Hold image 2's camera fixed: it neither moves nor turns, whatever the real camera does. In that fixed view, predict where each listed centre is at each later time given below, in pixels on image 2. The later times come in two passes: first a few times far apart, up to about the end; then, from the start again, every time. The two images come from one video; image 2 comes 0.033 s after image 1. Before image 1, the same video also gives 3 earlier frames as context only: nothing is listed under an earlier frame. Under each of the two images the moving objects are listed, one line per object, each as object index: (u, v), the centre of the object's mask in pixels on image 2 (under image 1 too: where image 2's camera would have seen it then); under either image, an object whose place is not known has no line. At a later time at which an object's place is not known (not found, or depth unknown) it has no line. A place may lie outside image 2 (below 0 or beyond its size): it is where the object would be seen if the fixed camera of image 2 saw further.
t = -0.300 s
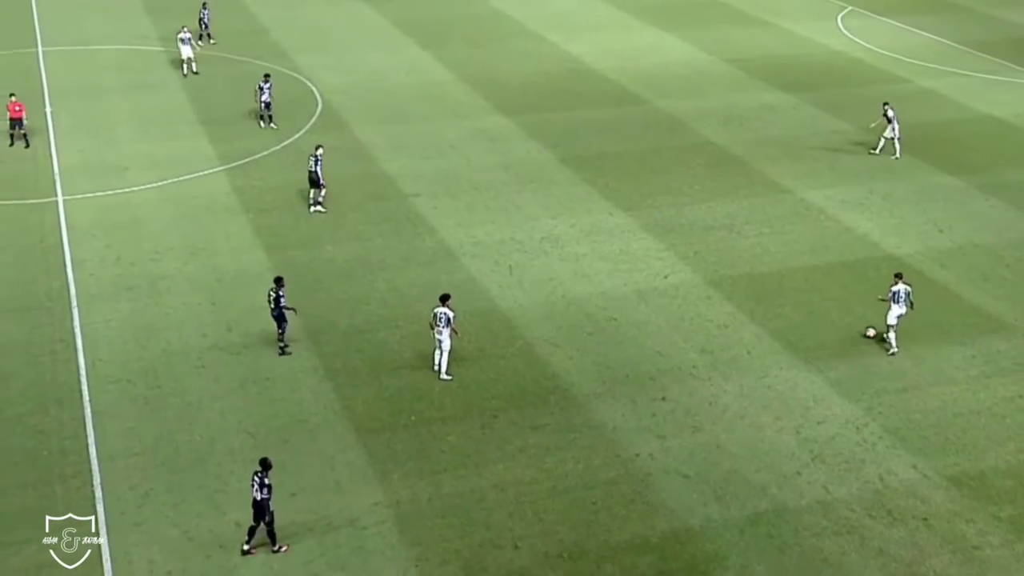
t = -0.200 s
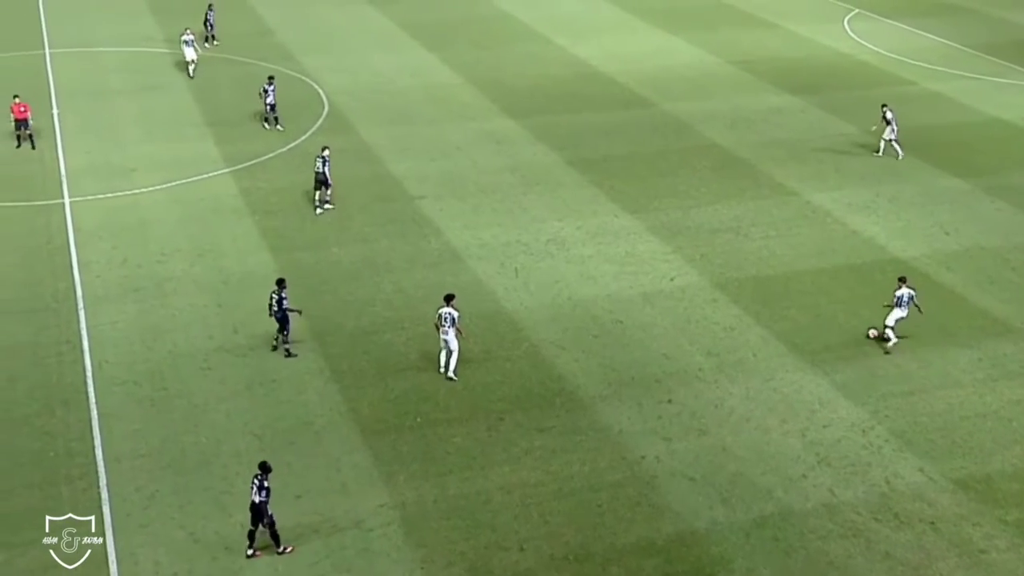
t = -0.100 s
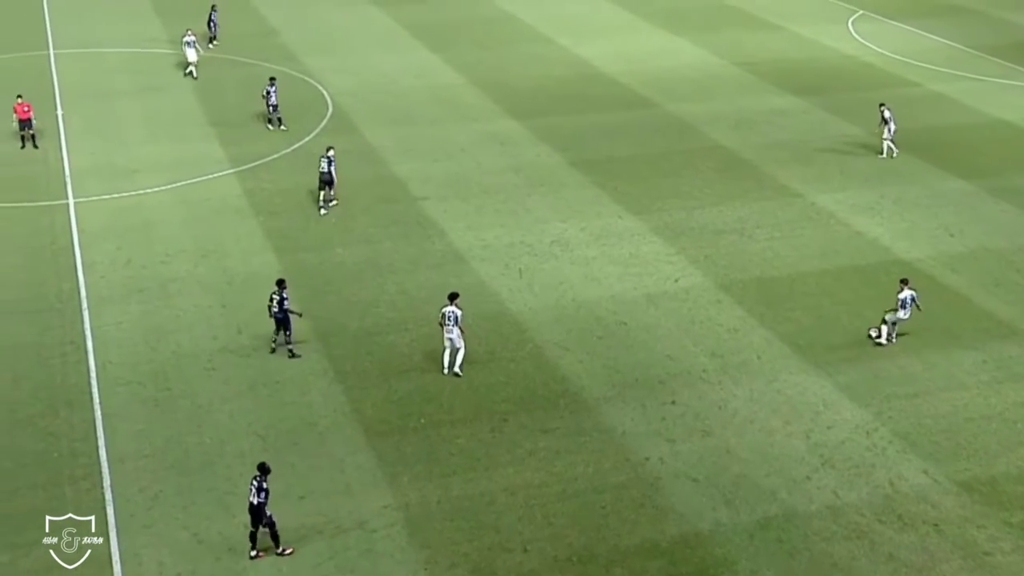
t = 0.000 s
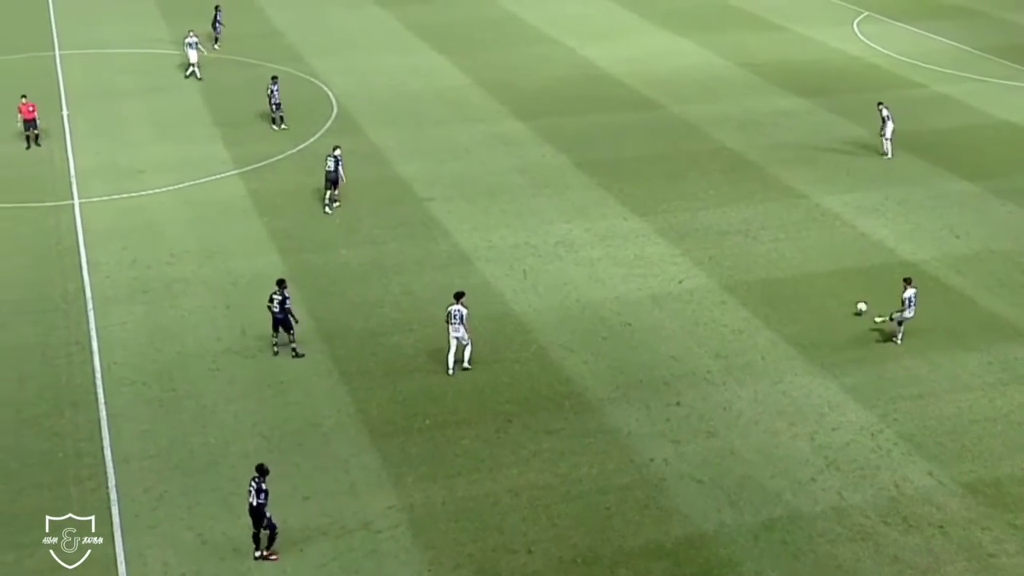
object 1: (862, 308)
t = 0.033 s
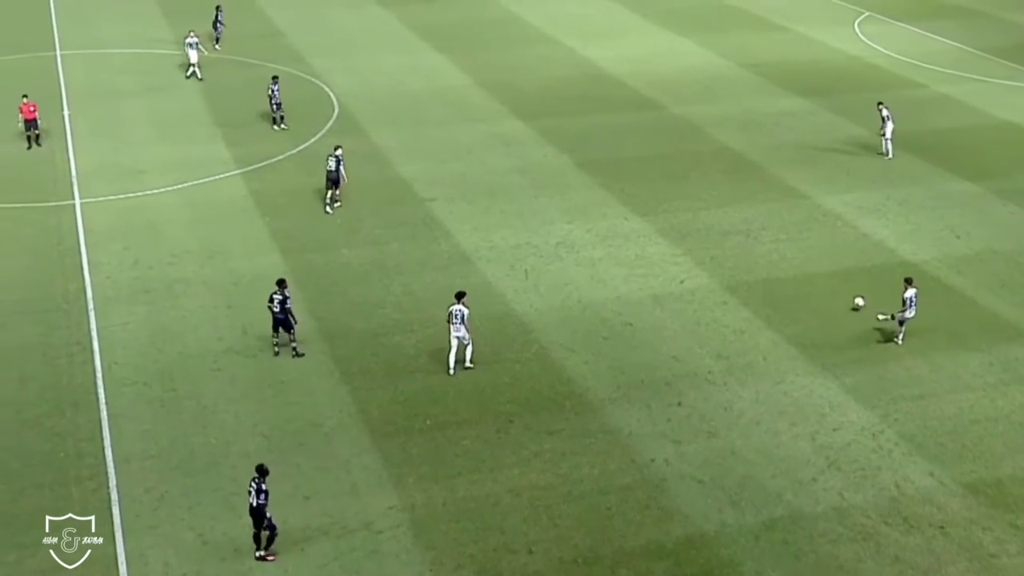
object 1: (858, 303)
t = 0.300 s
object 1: (818, 254)
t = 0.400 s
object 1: (809, 238)
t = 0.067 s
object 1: (851, 293)
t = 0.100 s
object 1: (848, 289)
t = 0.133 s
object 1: (844, 284)
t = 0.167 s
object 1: (838, 276)
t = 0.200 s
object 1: (832, 268)
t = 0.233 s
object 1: (826, 262)
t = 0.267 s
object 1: (821, 256)
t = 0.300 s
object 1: (818, 254)
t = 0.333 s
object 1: (814, 245)
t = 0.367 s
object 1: (812, 242)
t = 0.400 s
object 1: (809, 238)
